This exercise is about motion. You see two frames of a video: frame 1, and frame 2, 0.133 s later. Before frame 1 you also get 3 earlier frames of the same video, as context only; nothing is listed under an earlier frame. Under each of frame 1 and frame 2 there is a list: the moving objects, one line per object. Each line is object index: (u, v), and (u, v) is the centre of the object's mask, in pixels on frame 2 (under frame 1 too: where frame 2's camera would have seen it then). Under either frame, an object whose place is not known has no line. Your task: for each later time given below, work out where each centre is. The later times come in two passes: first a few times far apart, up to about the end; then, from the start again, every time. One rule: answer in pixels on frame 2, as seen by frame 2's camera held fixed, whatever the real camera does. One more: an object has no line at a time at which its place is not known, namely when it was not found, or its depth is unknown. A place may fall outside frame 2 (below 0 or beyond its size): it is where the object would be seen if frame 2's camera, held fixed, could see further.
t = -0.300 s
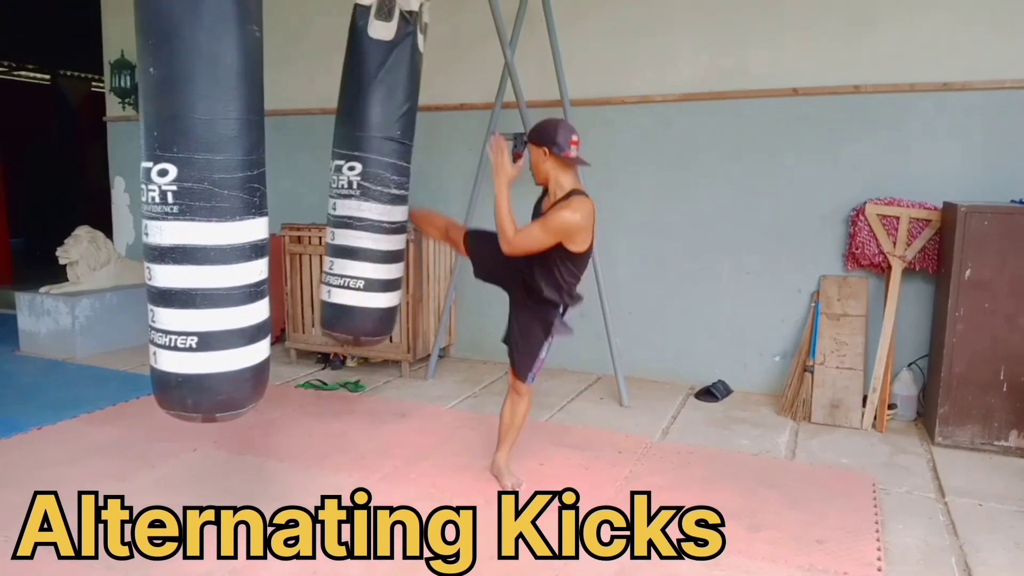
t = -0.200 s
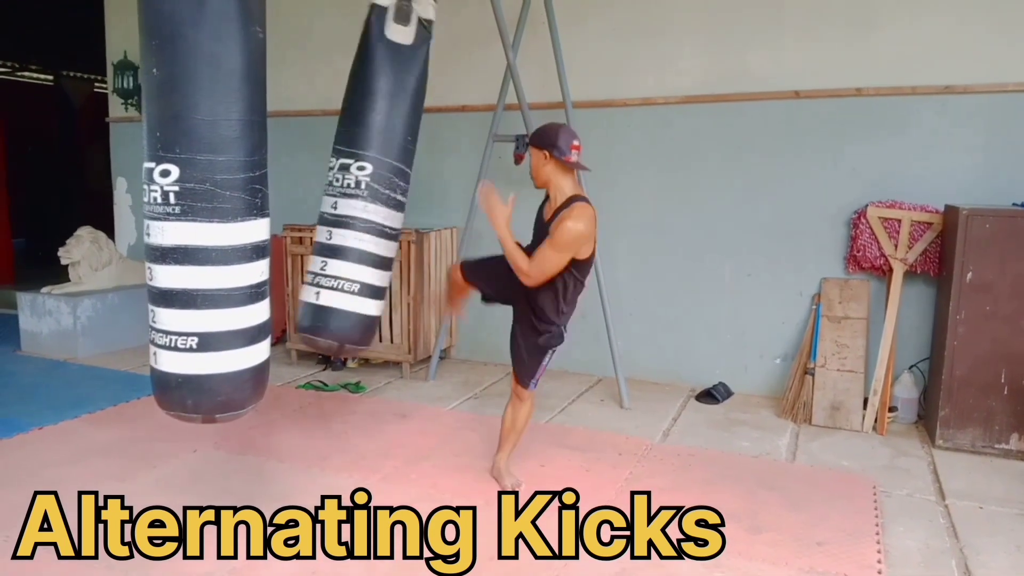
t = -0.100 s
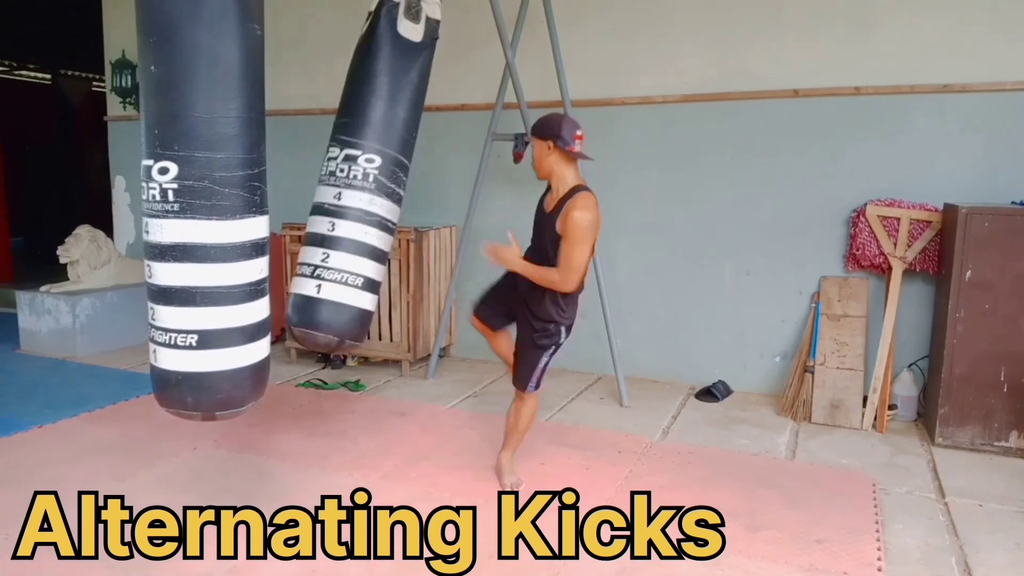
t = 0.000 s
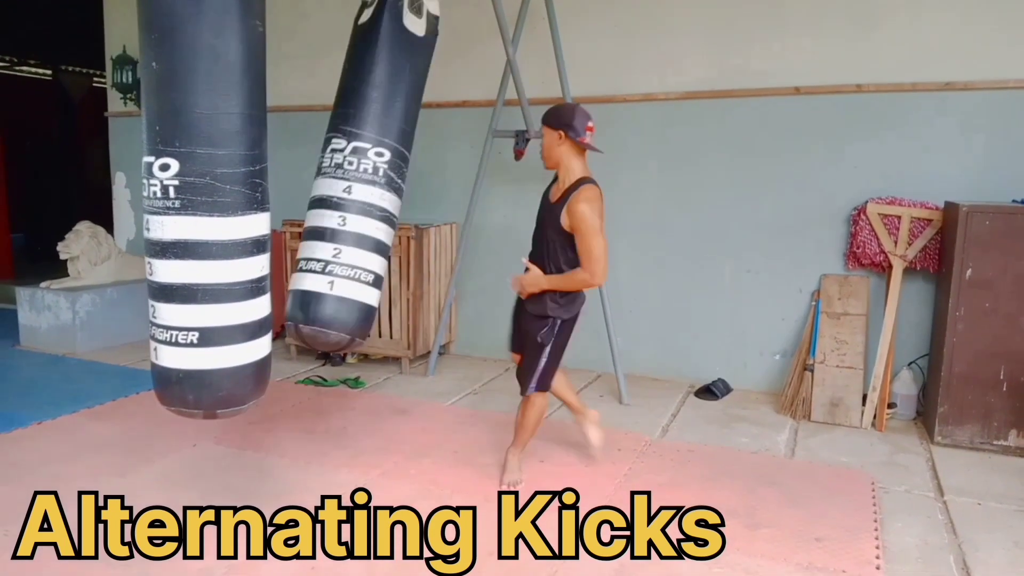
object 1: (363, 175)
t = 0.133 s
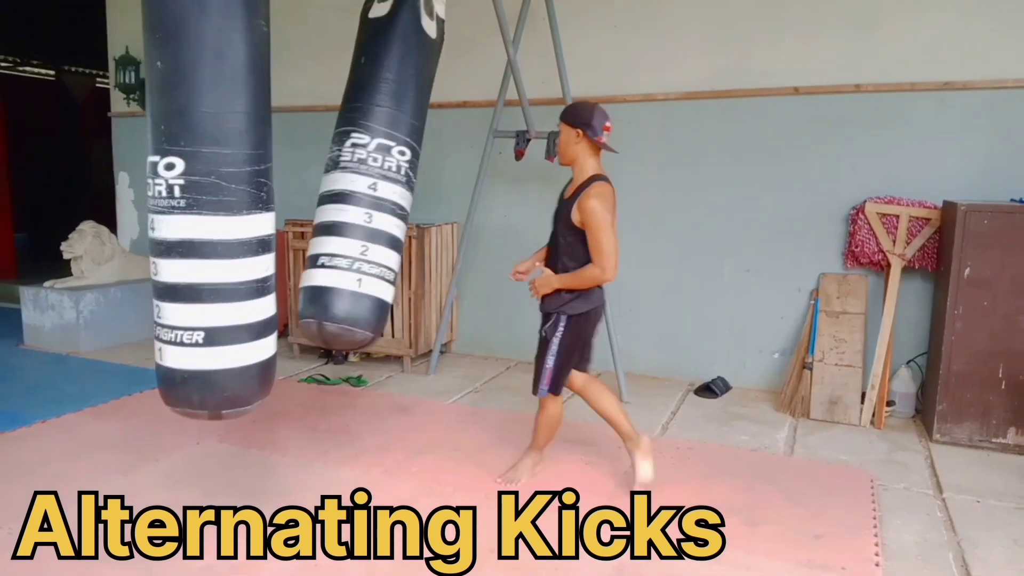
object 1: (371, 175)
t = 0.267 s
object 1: (385, 178)
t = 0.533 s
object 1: (428, 185)
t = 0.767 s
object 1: (459, 181)
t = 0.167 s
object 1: (374, 175)
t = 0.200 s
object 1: (377, 176)
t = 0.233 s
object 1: (380, 177)
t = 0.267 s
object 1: (385, 178)
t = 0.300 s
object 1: (389, 179)
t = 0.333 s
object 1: (395, 181)
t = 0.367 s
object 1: (401, 183)
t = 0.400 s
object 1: (406, 184)
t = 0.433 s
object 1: (412, 185)
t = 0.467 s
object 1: (418, 186)
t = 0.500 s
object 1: (423, 185)
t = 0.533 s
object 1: (428, 185)
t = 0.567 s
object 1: (433, 186)
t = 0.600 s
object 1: (438, 186)
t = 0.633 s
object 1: (443, 185)
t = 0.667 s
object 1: (448, 184)
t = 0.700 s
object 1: (453, 183)
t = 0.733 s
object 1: (456, 182)
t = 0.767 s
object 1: (459, 181)
